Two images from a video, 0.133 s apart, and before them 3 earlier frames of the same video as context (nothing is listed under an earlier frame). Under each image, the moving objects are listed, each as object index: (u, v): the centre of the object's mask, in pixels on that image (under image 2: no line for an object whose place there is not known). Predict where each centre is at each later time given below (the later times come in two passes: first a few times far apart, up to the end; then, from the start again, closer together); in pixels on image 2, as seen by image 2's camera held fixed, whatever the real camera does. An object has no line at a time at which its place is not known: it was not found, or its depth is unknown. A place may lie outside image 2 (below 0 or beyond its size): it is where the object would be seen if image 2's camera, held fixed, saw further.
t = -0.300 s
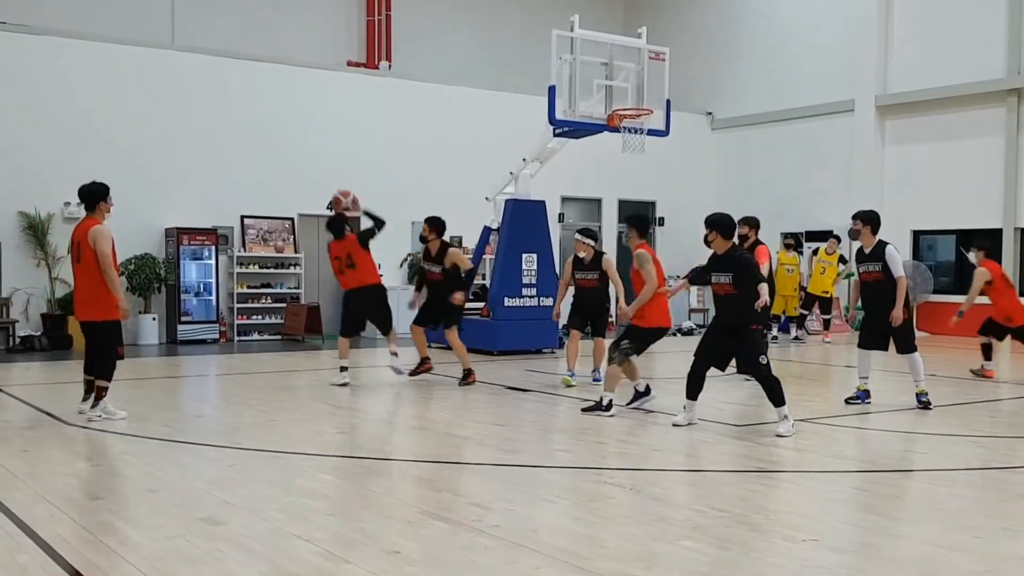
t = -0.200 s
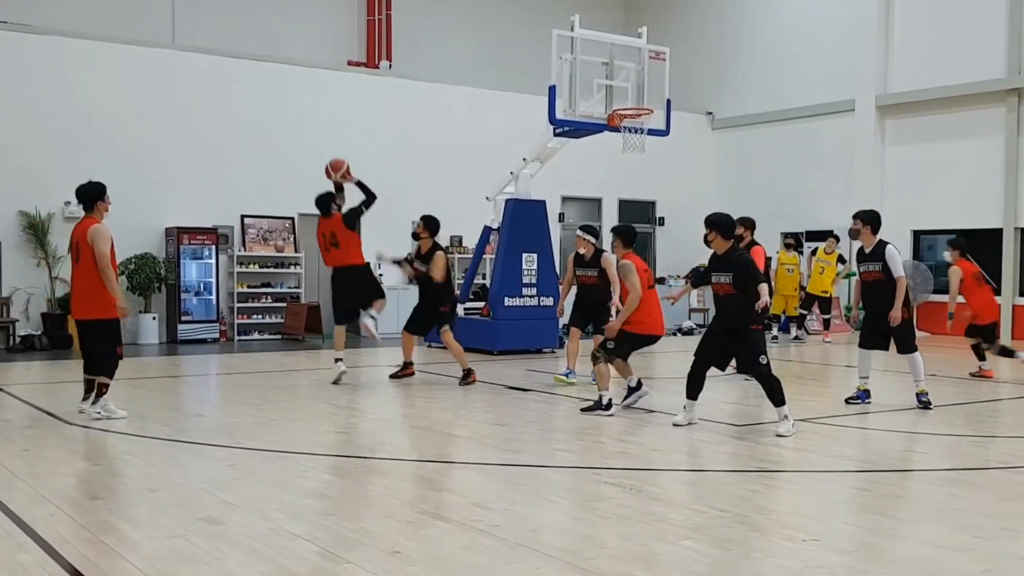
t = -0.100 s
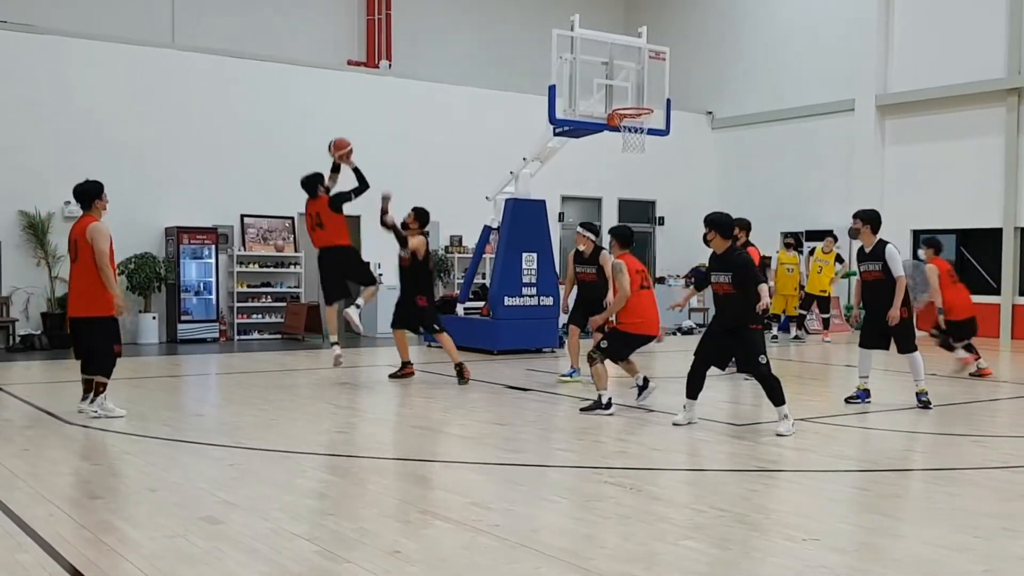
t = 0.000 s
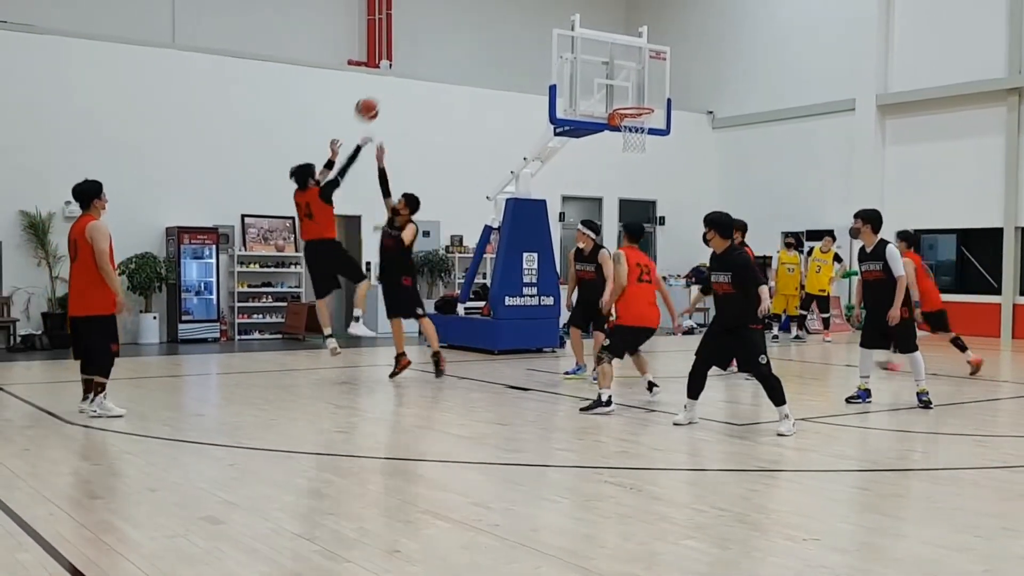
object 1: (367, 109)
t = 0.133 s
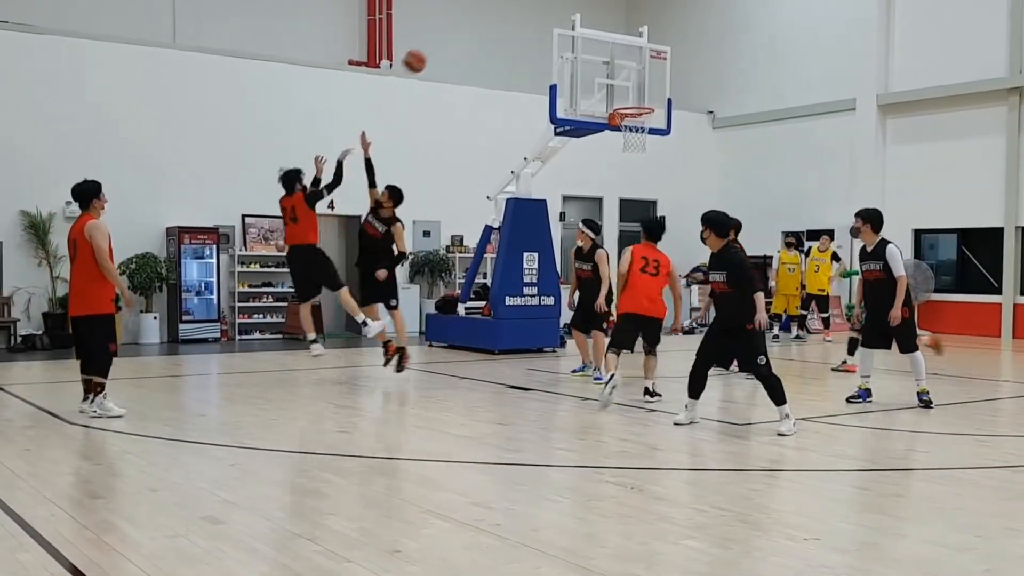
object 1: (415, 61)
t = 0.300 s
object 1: (470, 28)
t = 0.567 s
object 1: (550, 30)
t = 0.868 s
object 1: (628, 99)
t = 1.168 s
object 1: (643, 196)
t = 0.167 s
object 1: (426, 53)
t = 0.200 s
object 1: (438, 45)
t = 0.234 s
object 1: (449, 38)
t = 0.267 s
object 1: (459, 33)
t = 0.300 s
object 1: (470, 28)
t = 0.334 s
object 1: (481, 25)
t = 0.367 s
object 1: (491, 23)
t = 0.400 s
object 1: (501, 21)
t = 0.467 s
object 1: (522, 22)
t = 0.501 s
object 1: (531, 24)
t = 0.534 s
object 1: (540, 26)
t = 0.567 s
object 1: (550, 30)
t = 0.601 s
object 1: (559, 34)
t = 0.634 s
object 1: (569, 40)
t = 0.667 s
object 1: (578, 46)
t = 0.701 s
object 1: (587, 53)
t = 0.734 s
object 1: (595, 61)
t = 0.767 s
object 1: (604, 70)
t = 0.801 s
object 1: (611, 78)
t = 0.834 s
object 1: (620, 89)
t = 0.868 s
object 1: (628, 99)
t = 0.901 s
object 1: (635, 115)
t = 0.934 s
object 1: (640, 121)
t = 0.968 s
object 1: (641, 132)
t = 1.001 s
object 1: (642, 141)
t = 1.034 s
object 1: (642, 151)
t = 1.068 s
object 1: (642, 160)
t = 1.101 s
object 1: (642, 171)
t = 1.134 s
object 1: (642, 182)
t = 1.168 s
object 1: (643, 196)
